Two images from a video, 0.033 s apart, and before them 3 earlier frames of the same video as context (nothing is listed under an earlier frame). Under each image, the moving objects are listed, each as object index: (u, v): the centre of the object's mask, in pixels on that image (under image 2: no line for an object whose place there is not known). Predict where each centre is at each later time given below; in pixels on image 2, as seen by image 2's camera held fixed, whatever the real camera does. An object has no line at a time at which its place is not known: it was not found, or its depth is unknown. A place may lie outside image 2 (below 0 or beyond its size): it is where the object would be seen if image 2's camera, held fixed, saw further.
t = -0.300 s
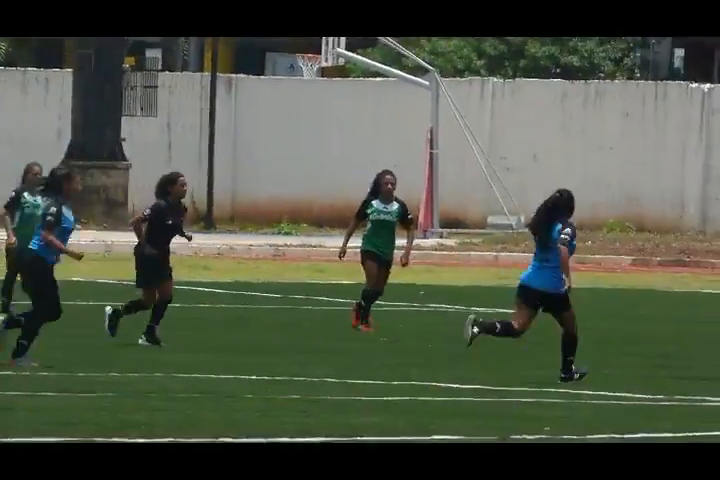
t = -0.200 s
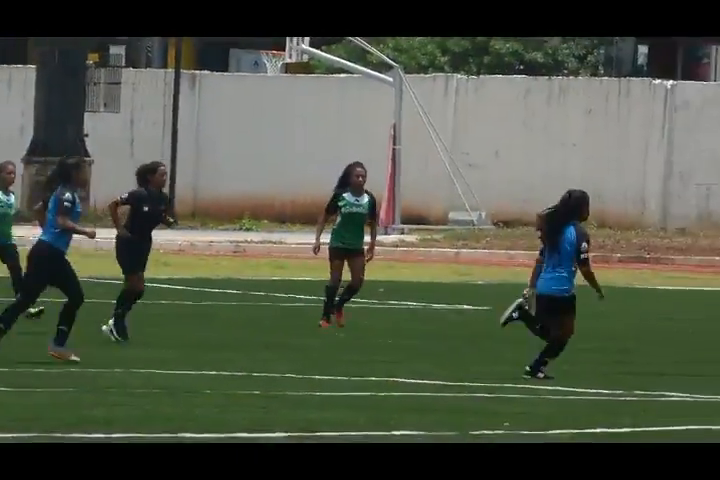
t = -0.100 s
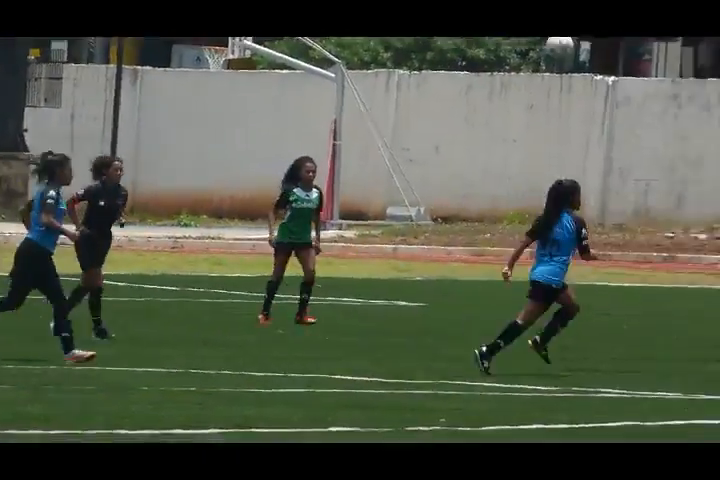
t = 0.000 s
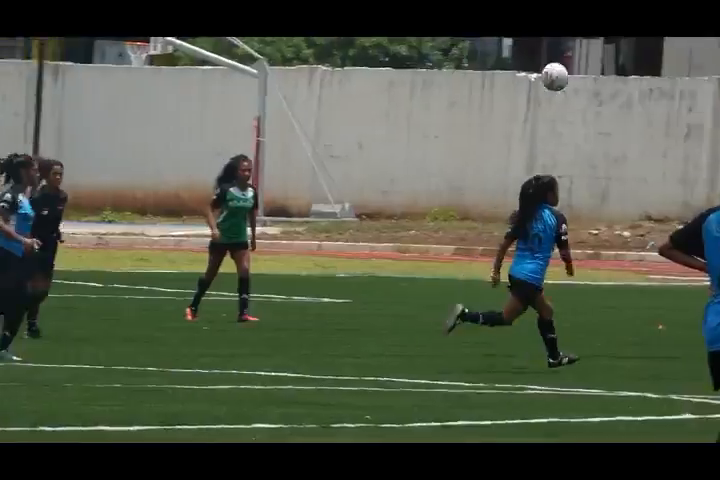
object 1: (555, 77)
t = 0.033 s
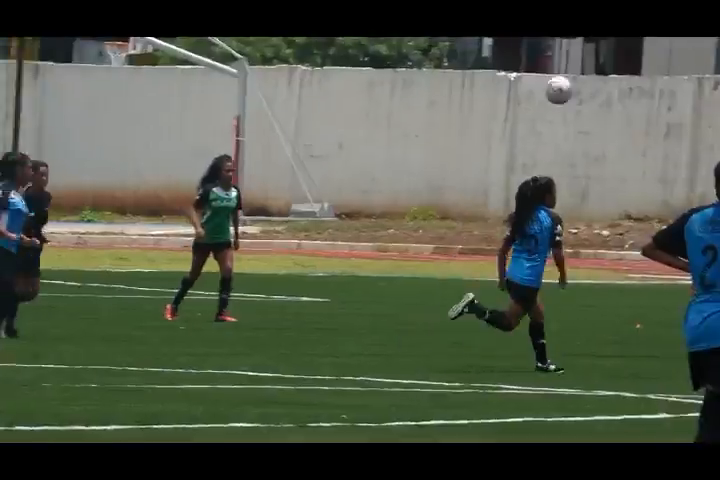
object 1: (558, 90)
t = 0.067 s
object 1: (583, 106)
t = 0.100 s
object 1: (607, 123)
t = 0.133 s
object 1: (631, 142)
